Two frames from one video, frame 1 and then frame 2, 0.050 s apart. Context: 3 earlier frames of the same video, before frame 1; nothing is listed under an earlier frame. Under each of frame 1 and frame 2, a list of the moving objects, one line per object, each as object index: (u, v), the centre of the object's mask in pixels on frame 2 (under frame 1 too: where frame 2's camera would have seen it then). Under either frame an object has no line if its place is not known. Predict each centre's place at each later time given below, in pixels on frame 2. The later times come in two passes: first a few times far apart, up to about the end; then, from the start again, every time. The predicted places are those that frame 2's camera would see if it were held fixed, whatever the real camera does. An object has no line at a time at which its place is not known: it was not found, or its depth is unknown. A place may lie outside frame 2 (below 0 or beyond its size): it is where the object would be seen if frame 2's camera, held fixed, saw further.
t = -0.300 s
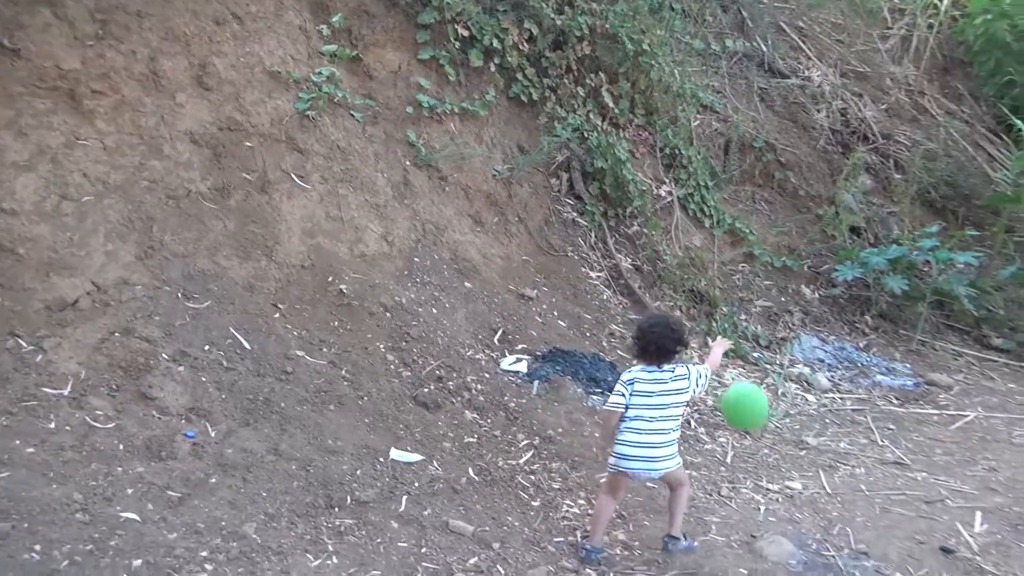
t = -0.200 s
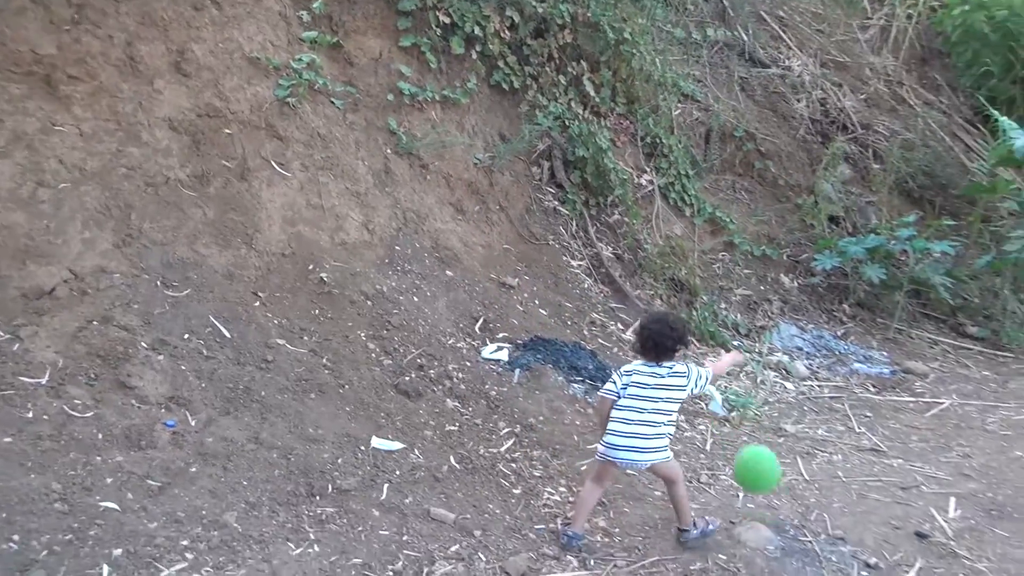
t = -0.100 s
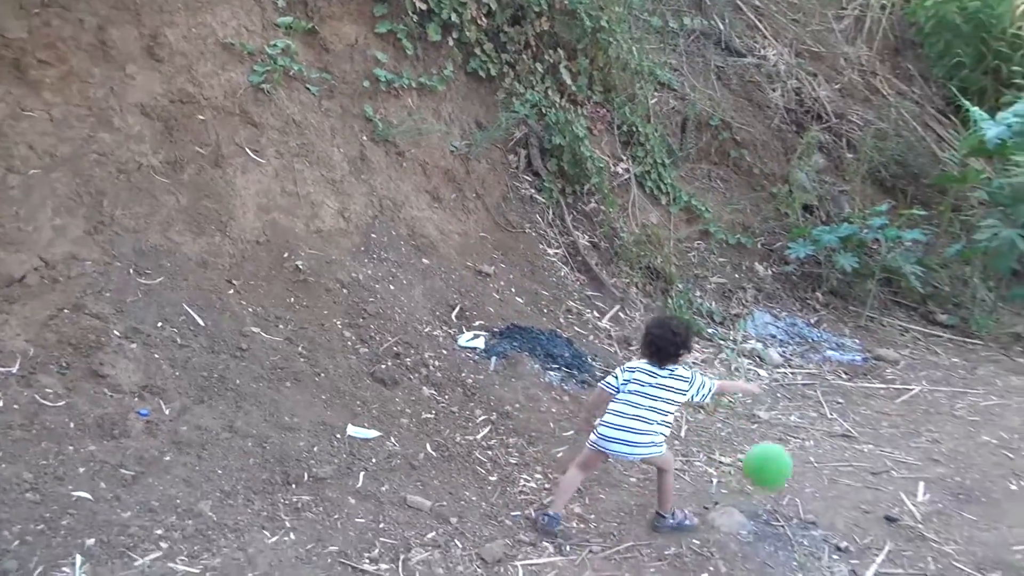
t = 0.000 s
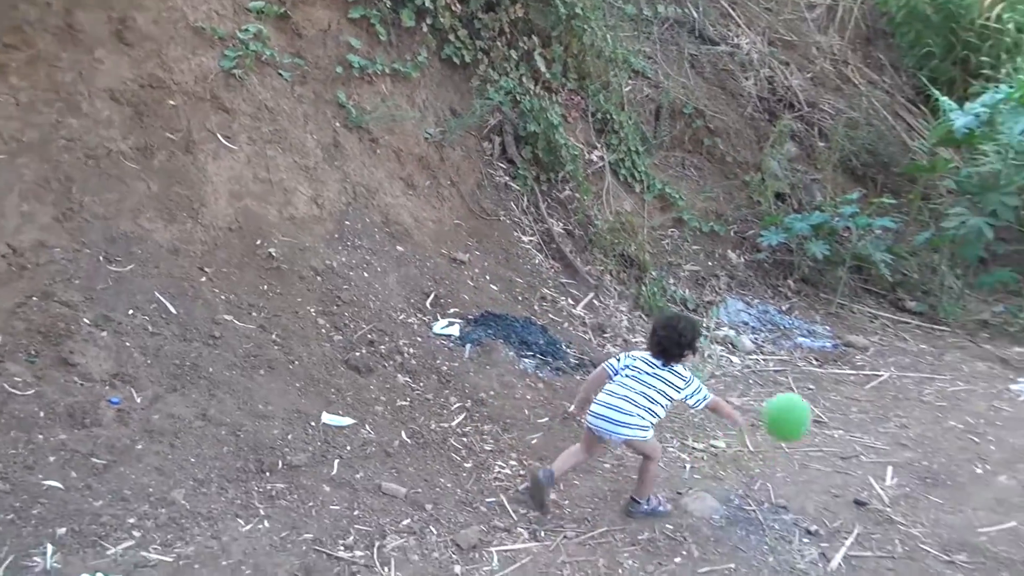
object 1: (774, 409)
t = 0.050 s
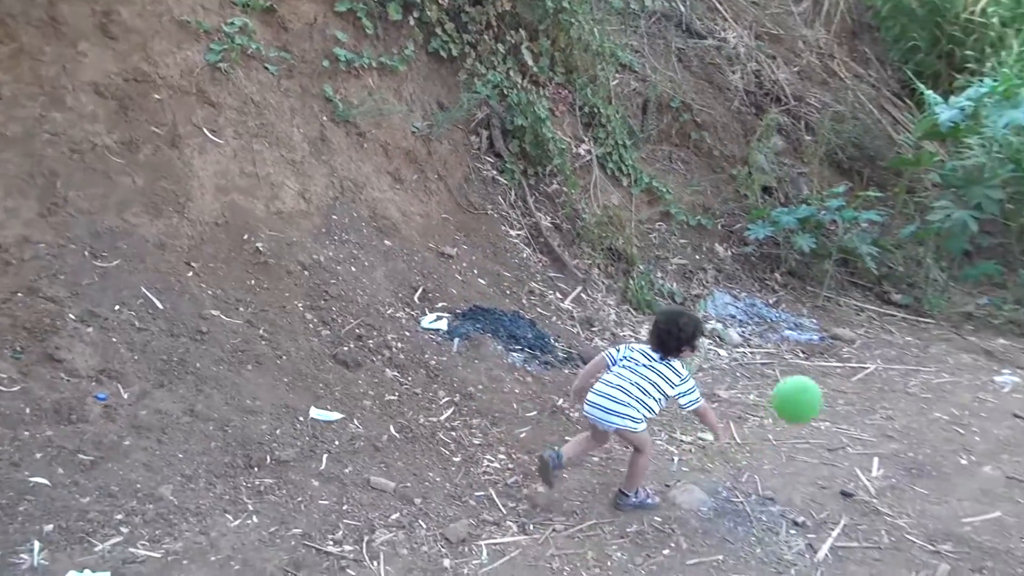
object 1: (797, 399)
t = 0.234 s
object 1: (879, 417)
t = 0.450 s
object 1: (956, 535)
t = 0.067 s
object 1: (806, 398)
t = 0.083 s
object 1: (813, 397)
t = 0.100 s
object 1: (820, 395)
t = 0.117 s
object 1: (828, 396)
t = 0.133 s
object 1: (836, 397)
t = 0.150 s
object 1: (844, 399)
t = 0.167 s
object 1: (851, 401)
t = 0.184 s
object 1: (859, 404)
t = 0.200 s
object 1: (866, 407)
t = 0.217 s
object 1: (873, 412)
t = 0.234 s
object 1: (879, 417)
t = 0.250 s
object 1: (887, 423)
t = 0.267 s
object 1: (894, 430)
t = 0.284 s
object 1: (900, 436)
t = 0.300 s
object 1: (906, 444)
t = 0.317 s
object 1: (913, 453)
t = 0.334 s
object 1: (918, 462)
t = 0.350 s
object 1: (924, 473)
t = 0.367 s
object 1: (930, 483)
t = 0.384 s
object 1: (935, 495)
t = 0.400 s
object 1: (941, 507)
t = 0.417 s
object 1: (945, 520)
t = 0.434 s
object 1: (950, 532)
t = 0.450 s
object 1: (956, 535)
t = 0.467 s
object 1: (964, 528)
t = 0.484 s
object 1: (972, 519)
